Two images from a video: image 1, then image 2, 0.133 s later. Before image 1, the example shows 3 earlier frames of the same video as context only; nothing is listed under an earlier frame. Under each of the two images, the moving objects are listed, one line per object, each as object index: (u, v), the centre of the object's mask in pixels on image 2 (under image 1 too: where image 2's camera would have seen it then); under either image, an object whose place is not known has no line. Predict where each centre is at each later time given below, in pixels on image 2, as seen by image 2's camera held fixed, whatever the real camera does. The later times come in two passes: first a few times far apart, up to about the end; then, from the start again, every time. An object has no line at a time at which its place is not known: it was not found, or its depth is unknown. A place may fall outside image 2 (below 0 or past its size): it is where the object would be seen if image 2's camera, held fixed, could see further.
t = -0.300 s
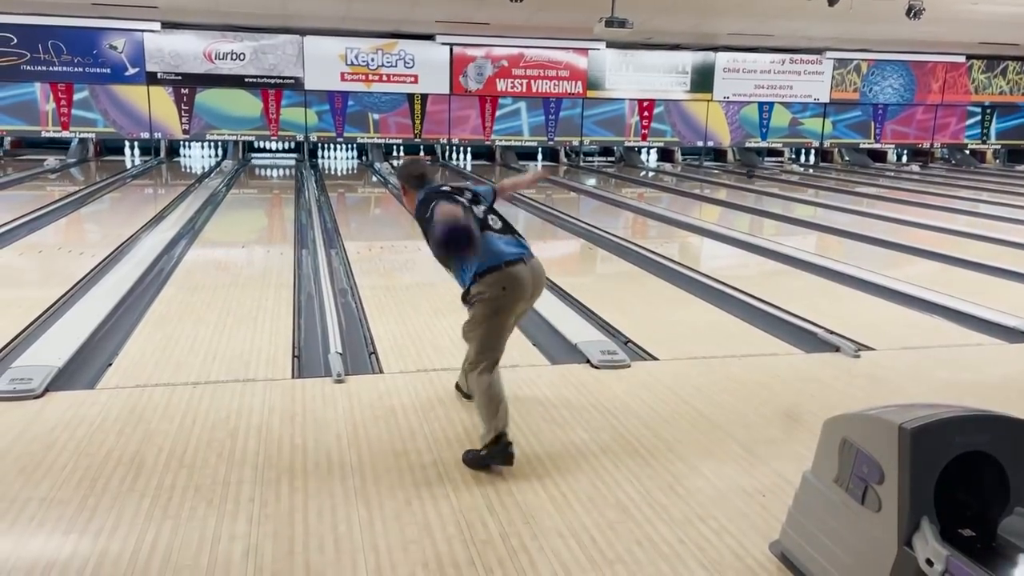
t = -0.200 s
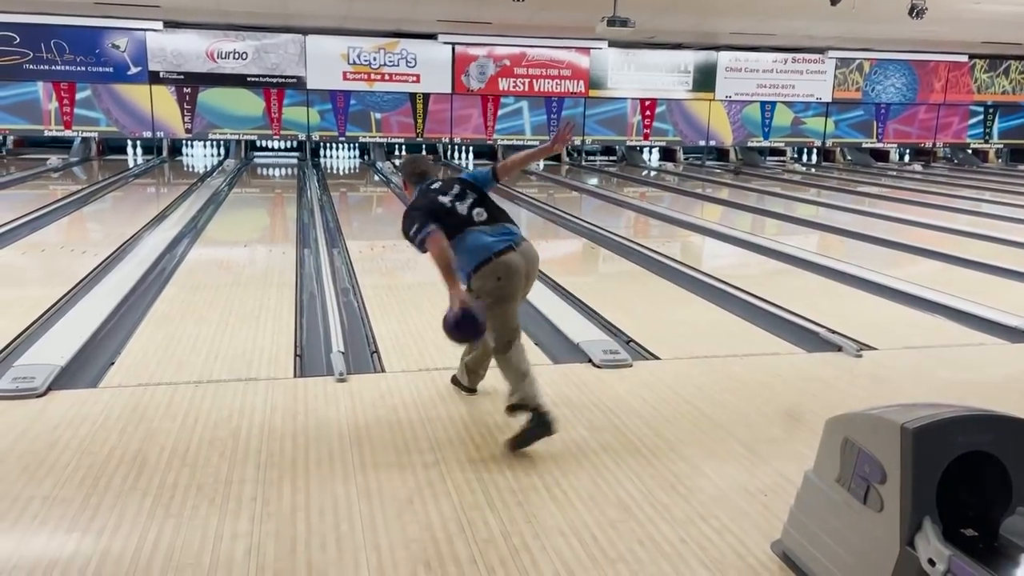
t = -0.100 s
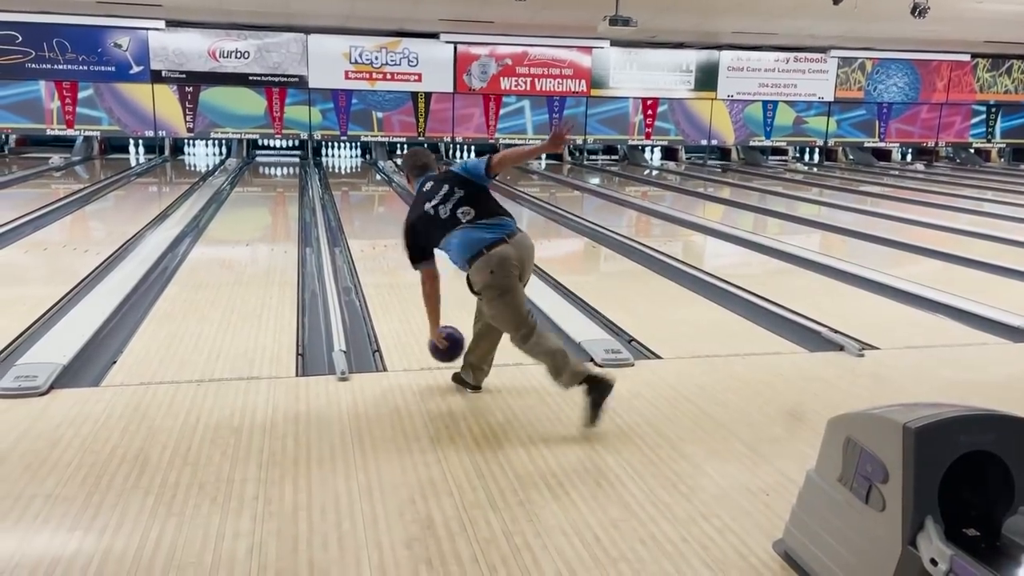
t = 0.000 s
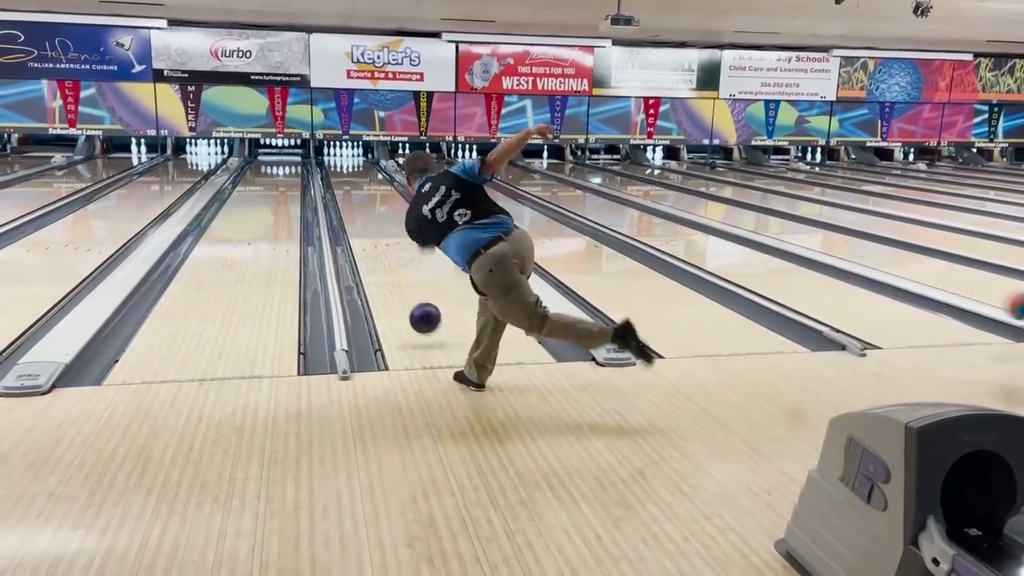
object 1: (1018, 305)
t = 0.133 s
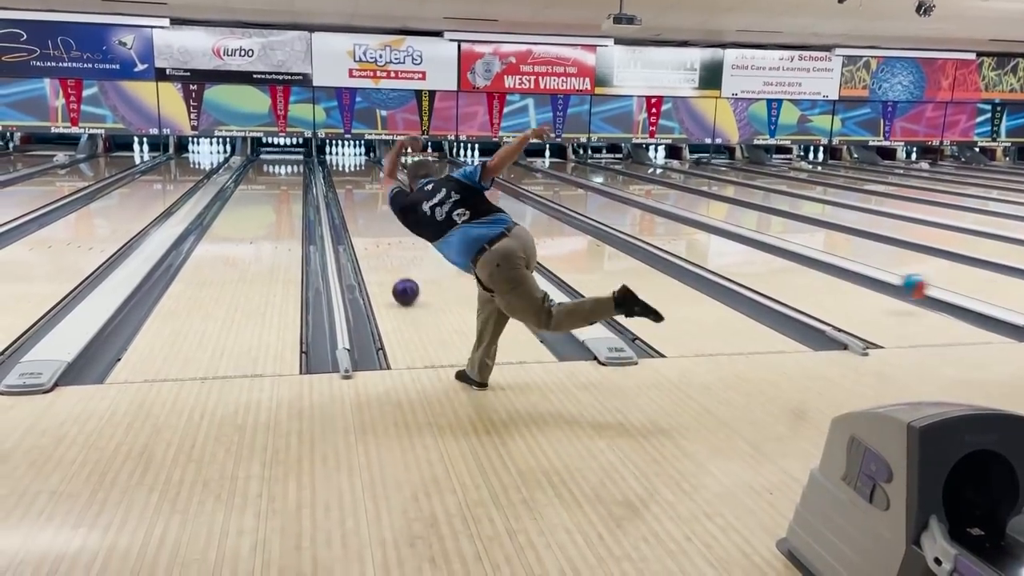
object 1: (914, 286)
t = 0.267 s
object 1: (831, 272)
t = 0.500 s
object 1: (734, 238)
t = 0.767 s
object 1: (659, 213)
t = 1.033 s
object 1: (607, 196)
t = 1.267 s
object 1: (572, 185)
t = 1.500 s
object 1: (546, 175)
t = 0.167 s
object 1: (889, 285)
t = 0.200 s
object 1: (869, 285)
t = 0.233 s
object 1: (849, 277)
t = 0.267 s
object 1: (831, 272)
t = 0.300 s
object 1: (815, 266)
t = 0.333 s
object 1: (799, 260)
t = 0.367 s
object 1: (786, 256)
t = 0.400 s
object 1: (772, 252)
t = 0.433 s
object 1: (759, 246)
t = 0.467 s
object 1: (745, 242)
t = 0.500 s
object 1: (734, 238)
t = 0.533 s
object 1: (723, 234)
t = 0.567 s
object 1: (712, 231)
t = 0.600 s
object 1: (702, 227)
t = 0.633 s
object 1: (693, 224)
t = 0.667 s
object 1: (684, 221)
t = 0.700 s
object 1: (675, 219)
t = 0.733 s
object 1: (666, 216)
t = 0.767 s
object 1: (659, 213)
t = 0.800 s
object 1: (651, 211)
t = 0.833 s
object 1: (644, 209)
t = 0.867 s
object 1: (637, 206)
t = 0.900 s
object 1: (630, 204)
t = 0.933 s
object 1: (624, 202)
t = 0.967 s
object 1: (617, 200)
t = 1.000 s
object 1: (612, 197)
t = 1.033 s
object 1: (607, 196)
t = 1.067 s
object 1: (600, 194)
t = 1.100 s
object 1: (596, 193)
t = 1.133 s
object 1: (590, 191)
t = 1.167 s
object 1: (585, 189)
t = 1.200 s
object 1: (580, 188)
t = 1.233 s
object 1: (576, 187)
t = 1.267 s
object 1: (572, 185)
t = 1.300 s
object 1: (567, 184)
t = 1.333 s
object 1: (564, 183)
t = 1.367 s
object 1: (558, 181)
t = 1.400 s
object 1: (554, 178)
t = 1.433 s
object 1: (552, 178)
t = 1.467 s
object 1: (548, 176)
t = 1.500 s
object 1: (546, 175)
